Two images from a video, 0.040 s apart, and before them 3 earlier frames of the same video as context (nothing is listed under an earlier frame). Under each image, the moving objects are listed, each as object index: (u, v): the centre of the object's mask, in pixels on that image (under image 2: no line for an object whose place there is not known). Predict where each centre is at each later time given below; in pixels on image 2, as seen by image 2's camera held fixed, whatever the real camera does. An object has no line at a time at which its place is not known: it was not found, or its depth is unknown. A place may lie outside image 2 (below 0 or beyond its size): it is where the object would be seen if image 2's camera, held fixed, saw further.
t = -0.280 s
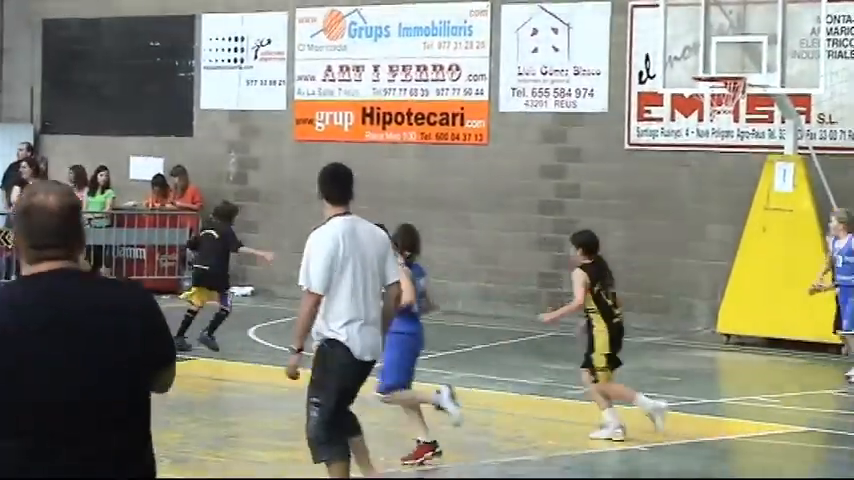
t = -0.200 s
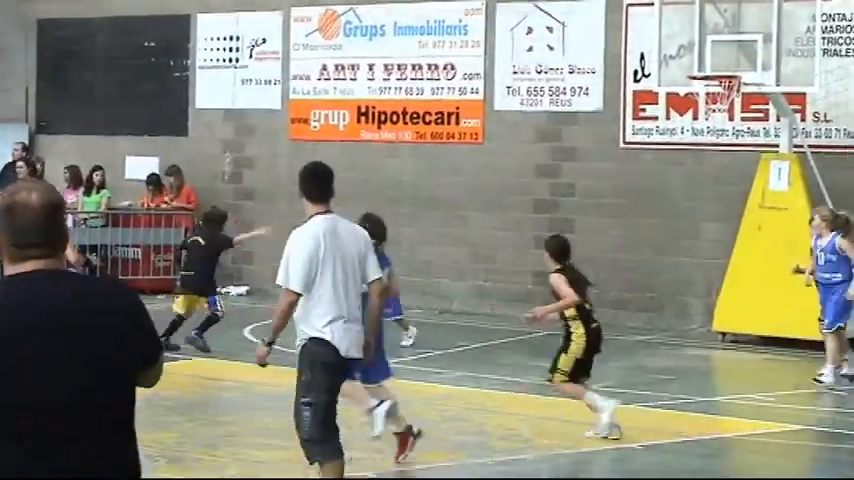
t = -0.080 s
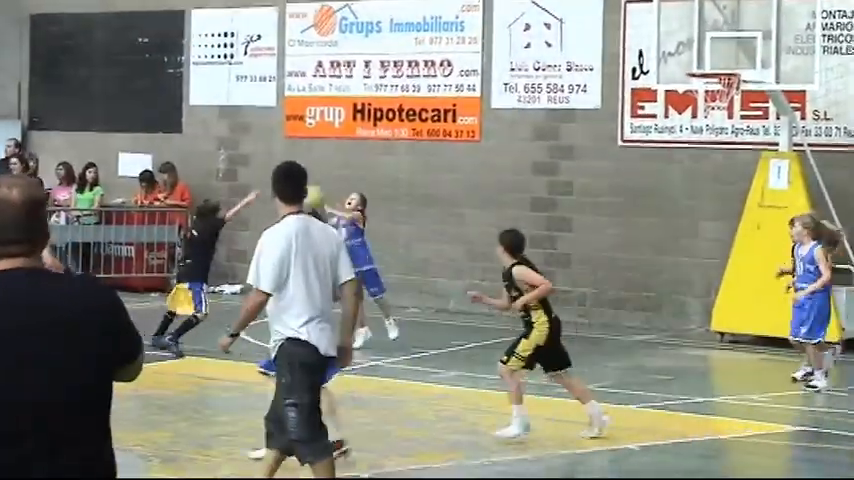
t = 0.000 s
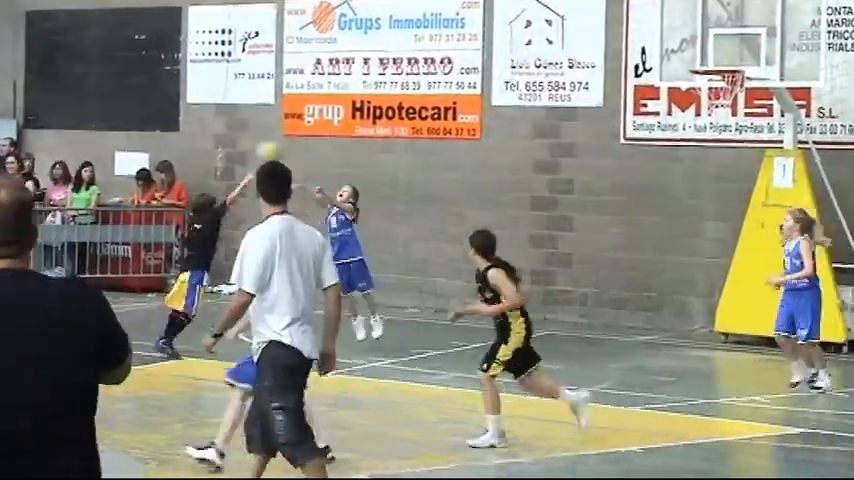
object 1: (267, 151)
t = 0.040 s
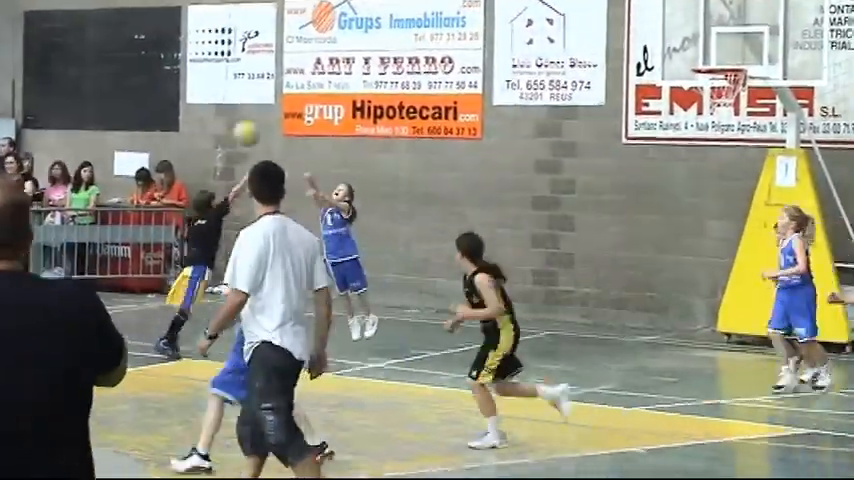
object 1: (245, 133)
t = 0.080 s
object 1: (223, 116)
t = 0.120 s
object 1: (199, 99)
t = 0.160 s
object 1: (172, 82)
